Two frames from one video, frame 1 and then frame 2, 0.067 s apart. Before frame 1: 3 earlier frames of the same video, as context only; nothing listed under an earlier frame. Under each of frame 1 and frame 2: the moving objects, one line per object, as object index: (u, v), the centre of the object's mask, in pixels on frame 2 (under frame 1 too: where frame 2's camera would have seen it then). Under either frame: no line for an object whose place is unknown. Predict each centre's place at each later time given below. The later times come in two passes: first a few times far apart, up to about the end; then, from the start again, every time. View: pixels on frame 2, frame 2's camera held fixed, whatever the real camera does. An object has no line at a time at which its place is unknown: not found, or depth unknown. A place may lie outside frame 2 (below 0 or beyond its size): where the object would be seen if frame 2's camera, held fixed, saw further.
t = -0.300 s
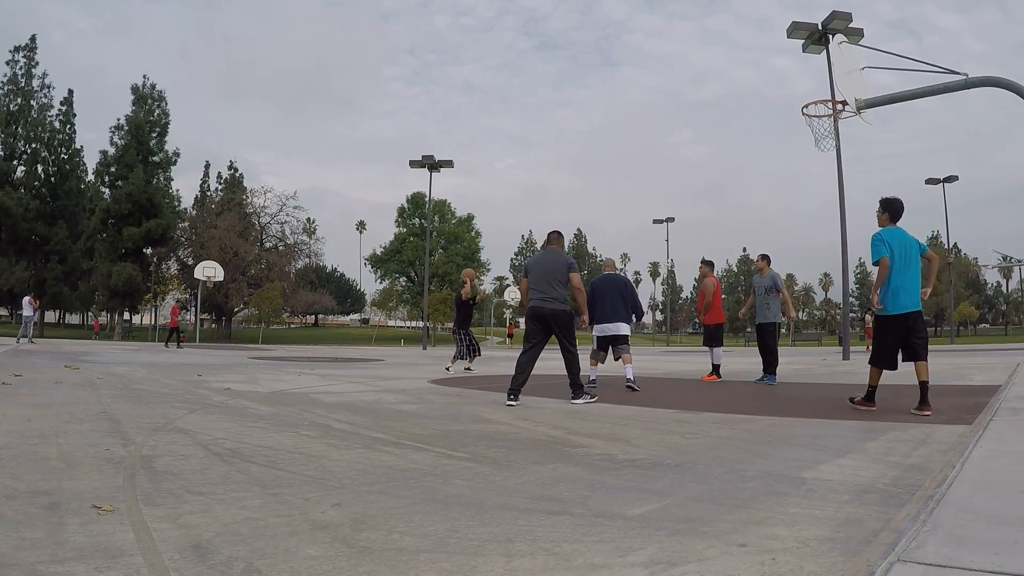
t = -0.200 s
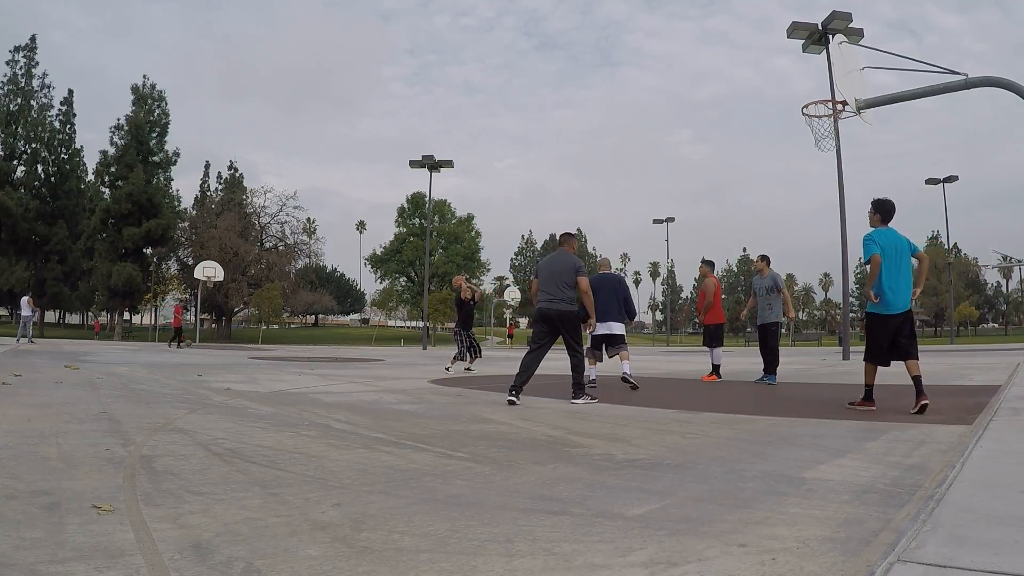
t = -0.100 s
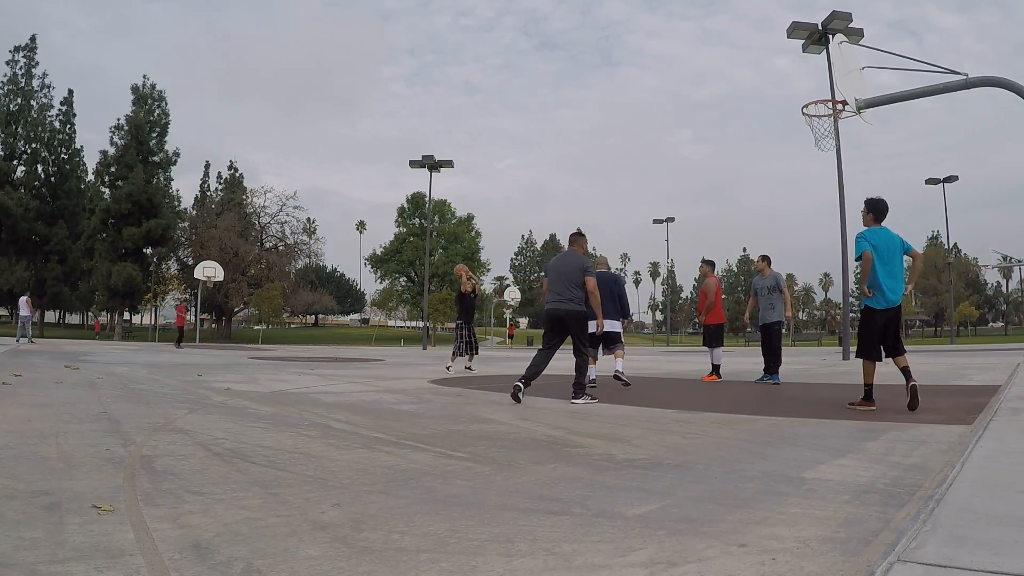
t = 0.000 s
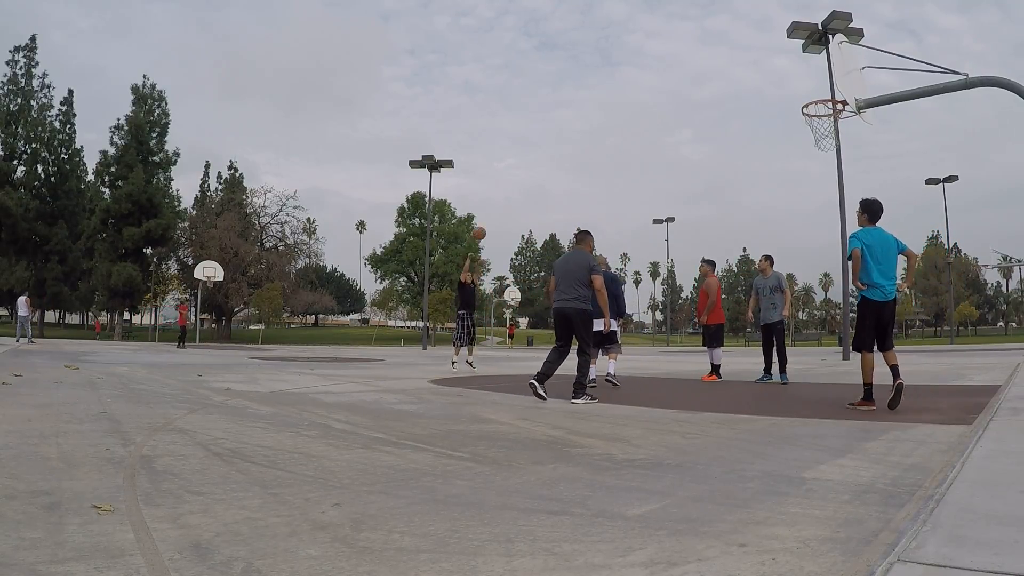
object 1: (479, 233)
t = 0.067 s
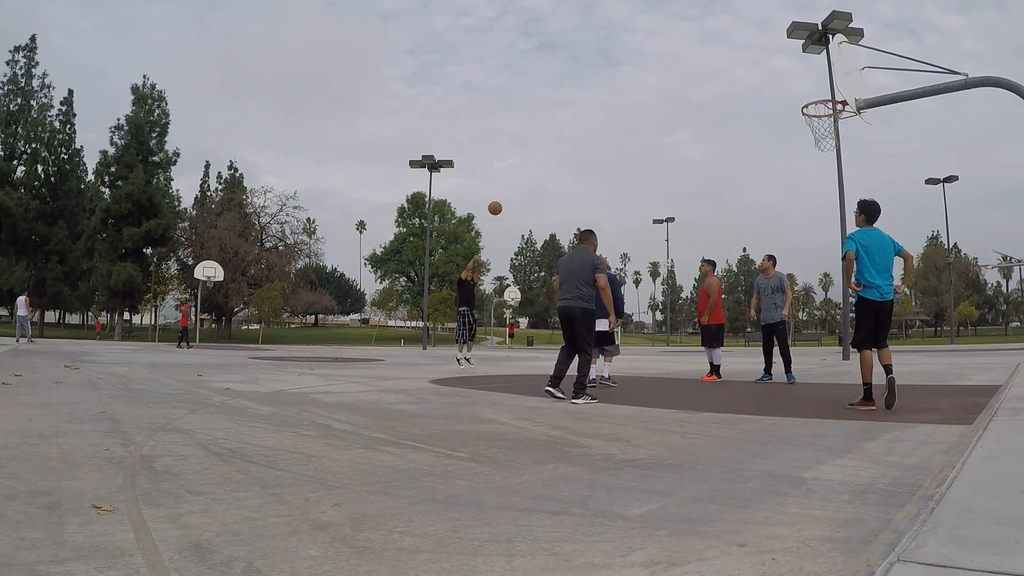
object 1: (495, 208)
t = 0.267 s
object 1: (548, 142)
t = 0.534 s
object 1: (631, 82)
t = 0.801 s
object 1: (733, 62)
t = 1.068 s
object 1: (833, 92)
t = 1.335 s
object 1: (760, 100)
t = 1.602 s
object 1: (697, 162)
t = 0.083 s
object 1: (499, 202)
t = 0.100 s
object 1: (503, 196)
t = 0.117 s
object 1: (507, 190)
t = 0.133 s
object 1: (512, 185)
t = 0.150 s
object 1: (516, 179)
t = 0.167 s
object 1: (520, 173)
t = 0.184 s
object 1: (525, 168)
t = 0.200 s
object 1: (529, 163)
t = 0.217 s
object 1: (534, 157)
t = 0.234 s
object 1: (538, 152)
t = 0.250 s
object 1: (543, 147)
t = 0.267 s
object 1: (548, 142)
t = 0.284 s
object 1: (552, 138)
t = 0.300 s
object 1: (557, 133)
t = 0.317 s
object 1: (562, 128)
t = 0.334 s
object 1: (567, 124)
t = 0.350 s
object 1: (572, 120)
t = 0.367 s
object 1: (577, 116)
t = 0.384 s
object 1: (582, 111)
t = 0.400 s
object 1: (587, 108)
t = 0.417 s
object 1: (593, 104)
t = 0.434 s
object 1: (598, 100)
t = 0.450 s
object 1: (603, 97)
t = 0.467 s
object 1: (609, 94)
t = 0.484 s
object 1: (614, 91)
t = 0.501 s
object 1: (620, 88)
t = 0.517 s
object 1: (625, 85)
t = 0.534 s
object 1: (631, 82)
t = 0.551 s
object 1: (637, 79)
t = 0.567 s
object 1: (642, 77)
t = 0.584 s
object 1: (648, 75)
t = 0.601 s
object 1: (654, 73)
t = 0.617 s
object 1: (660, 71)
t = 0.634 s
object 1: (666, 69)
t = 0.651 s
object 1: (673, 67)
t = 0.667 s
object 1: (679, 66)
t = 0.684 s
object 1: (685, 65)
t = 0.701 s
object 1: (692, 64)
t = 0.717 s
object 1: (698, 63)
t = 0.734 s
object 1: (705, 62)
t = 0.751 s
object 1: (712, 62)
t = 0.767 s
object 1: (719, 61)
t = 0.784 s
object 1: (726, 61)
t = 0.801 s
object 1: (733, 62)
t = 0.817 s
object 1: (740, 62)
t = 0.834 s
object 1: (748, 63)
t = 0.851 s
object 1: (755, 63)
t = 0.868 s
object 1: (763, 65)
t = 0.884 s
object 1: (770, 66)
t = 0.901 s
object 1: (778, 68)
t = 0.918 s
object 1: (786, 70)
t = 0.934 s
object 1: (794, 72)
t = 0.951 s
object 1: (803, 74)
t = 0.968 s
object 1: (811, 77)
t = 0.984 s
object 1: (820, 80)
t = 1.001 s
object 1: (827, 84)
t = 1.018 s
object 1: (833, 89)
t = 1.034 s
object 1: (840, 97)
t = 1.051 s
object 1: (836, 93)
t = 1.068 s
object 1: (833, 92)
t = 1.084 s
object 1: (830, 90)
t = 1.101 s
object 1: (825, 89)
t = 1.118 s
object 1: (820, 88)
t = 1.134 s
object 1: (815, 88)
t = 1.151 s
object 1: (810, 88)
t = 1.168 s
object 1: (805, 88)
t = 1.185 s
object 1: (800, 88)
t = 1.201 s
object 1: (796, 88)
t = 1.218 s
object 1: (791, 89)
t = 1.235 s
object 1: (786, 90)
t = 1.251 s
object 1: (782, 91)
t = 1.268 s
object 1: (777, 93)
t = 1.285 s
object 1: (773, 94)
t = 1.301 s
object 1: (769, 96)
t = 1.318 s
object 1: (764, 98)
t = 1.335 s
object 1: (760, 100)
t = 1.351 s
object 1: (756, 103)
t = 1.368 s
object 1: (751, 105)
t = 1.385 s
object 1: (747, 108)
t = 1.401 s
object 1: (743, 111)
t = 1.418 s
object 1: (739, 114)
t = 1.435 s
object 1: (735, 118)
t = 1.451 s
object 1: (731, 121)
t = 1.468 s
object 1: (727, 125)
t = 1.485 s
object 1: (724, 129)
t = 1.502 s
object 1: (720, 134)
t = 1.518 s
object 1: (716, 138)
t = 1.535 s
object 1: (712, 142)
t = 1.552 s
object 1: (708, 147)
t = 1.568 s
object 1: (705, 152)
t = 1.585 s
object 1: (701, 157)
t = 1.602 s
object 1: (697, 162)
